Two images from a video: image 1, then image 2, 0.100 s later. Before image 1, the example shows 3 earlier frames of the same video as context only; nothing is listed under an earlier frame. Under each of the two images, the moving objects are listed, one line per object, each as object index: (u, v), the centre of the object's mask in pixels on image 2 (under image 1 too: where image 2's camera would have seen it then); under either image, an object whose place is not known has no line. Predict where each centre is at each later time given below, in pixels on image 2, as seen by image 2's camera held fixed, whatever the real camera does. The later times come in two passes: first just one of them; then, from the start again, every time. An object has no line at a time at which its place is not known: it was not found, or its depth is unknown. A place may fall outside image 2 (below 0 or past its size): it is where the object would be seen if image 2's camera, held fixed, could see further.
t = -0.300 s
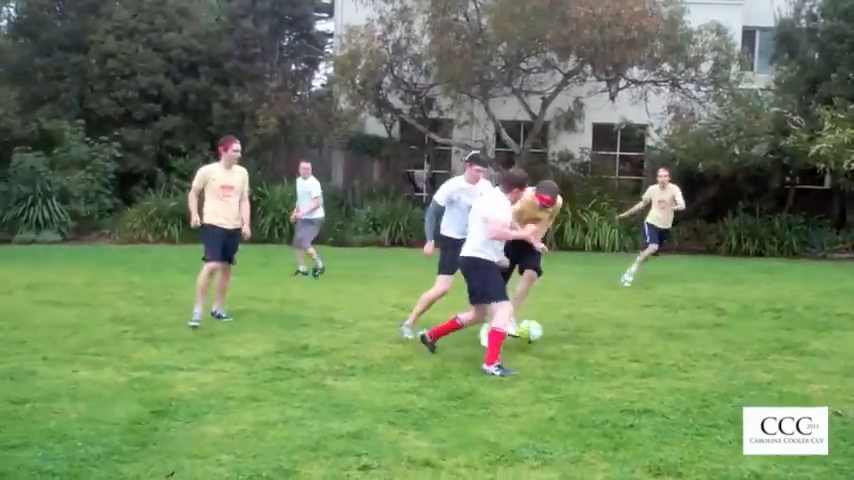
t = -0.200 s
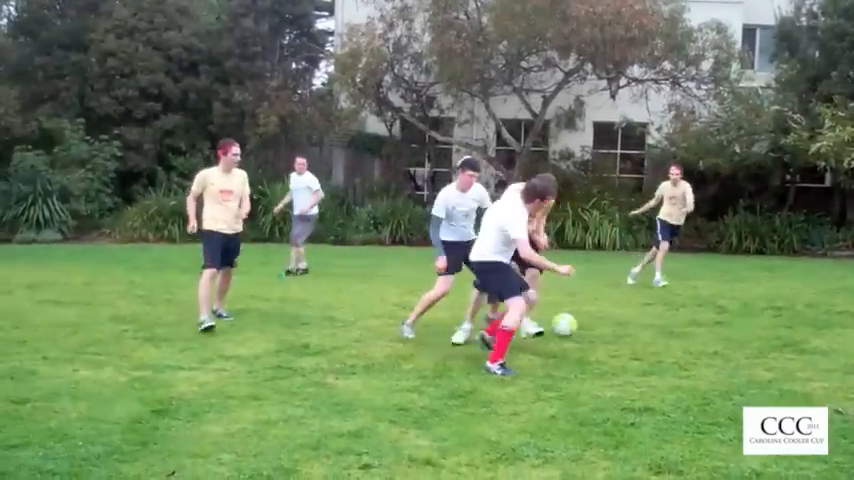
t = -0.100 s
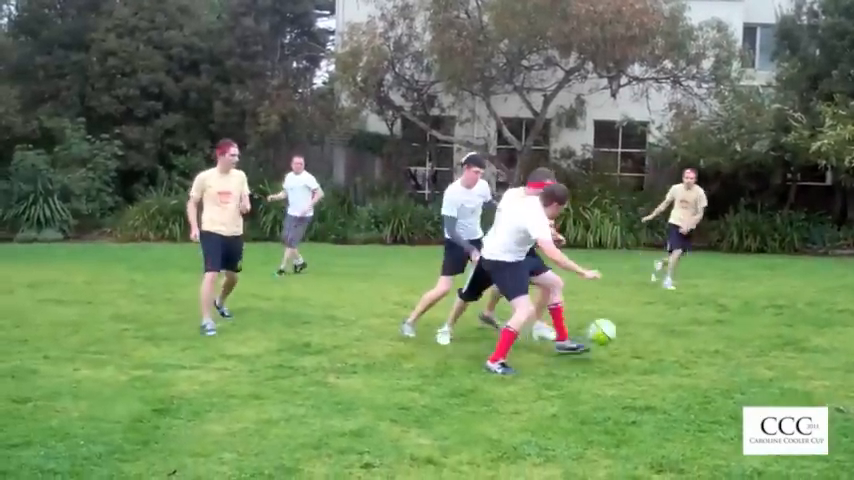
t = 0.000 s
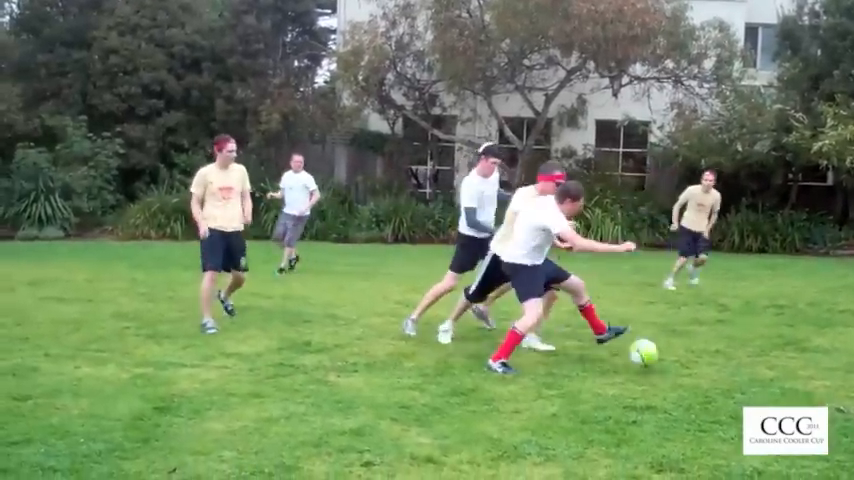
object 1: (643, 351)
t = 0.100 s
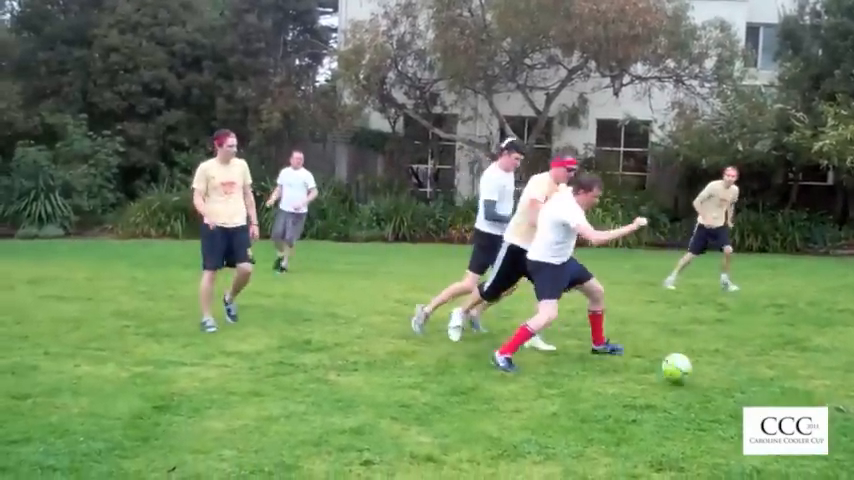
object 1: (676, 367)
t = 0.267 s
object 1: (718, 382)
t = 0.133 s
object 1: (685, 367)
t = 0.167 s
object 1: (693, 366)
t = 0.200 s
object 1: (701, 370)
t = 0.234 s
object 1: (709, 373)
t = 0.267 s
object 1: (718, 382)
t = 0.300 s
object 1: (727, 388)
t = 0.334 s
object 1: (737, 391)
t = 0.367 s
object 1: (748, 392)
